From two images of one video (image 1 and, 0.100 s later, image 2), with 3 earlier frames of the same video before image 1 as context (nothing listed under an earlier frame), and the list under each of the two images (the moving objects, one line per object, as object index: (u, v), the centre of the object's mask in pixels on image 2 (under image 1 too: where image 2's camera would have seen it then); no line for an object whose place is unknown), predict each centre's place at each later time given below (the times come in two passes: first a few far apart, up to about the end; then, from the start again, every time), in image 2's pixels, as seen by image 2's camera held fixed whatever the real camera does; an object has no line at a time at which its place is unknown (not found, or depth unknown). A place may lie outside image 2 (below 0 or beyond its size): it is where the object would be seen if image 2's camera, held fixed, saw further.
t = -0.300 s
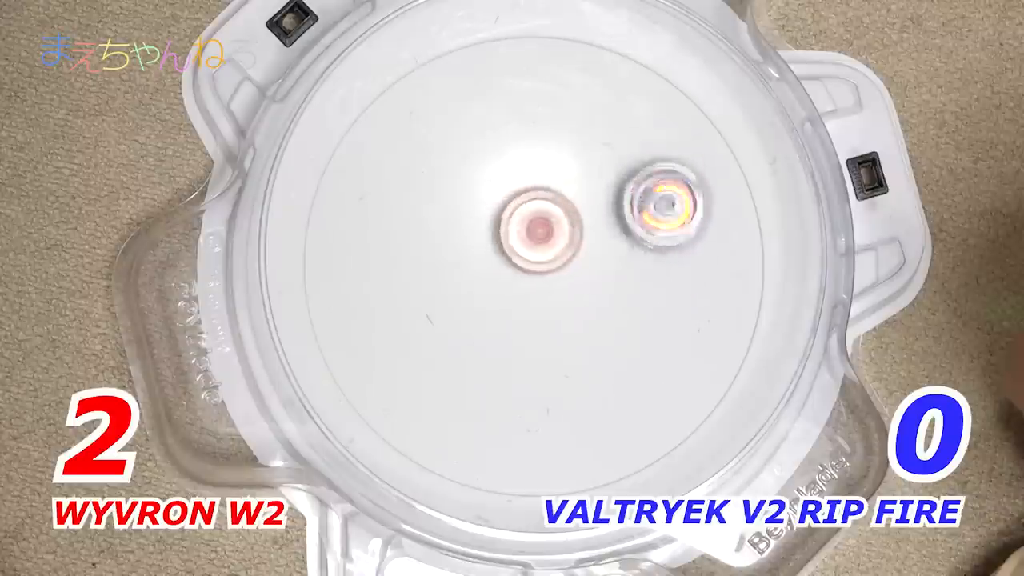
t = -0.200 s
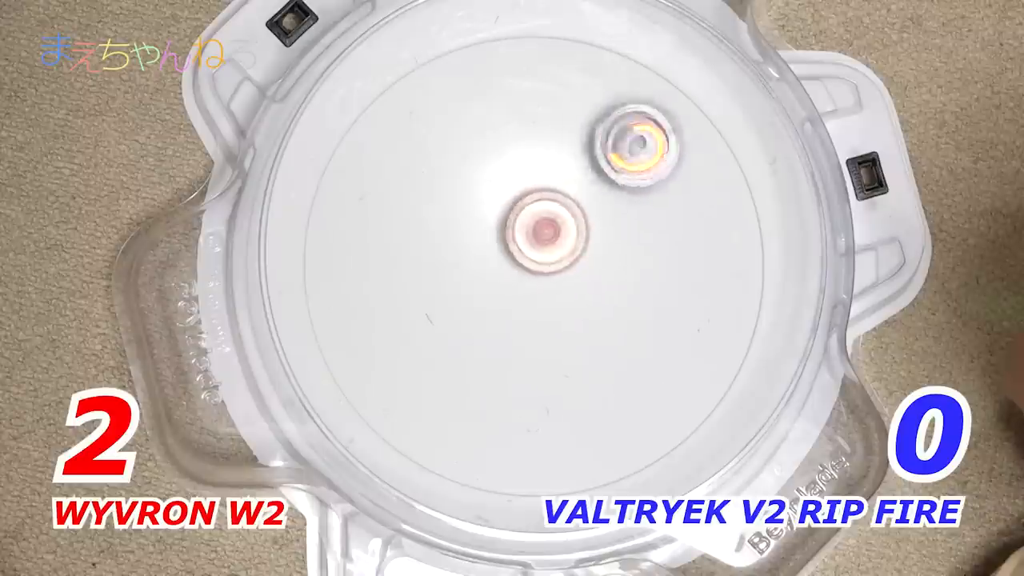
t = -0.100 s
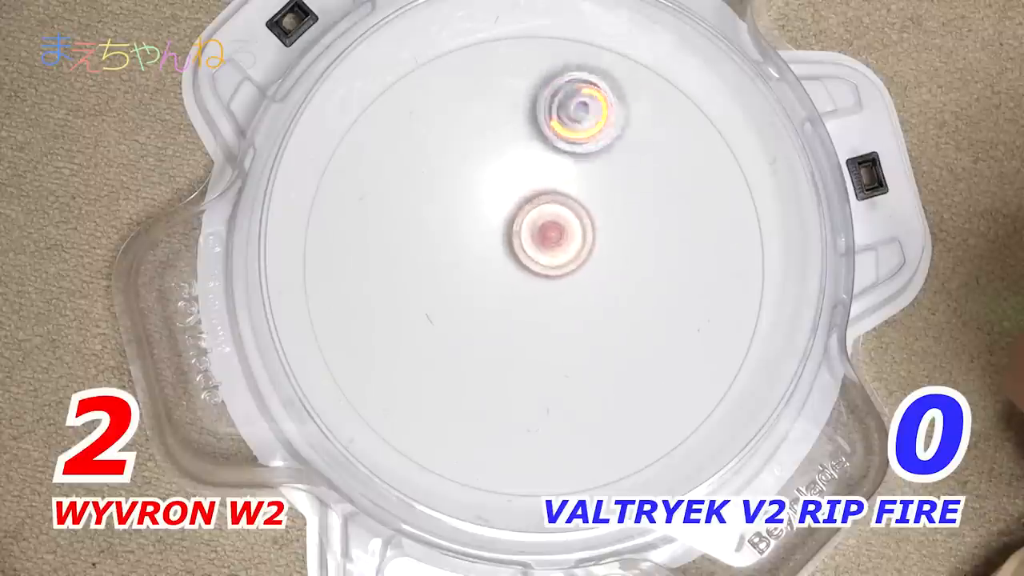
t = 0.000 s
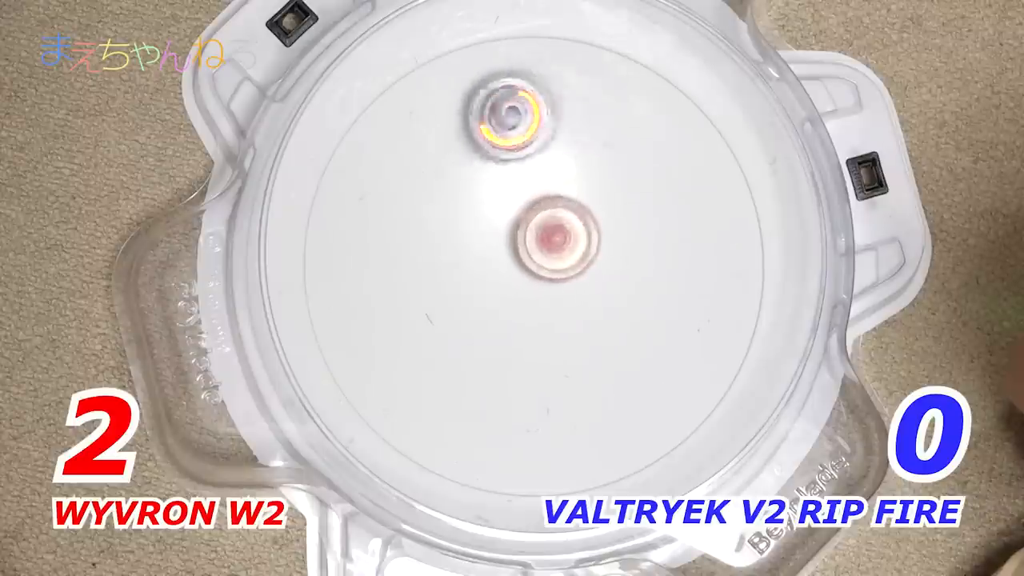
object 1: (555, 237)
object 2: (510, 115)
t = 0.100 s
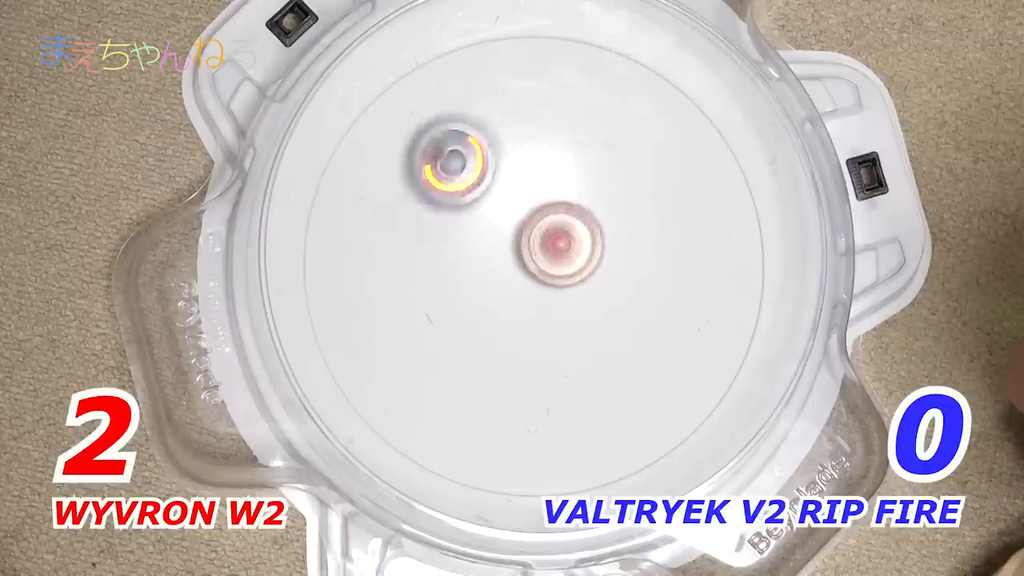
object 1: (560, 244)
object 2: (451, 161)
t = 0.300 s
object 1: (563, 258)
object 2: (446, 304)
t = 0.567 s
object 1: (559, 275)
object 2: (594, 384)
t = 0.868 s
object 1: (543, 289)
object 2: (669, 232)
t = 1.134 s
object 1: (523, 289)
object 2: (508, 166)
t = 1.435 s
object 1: (506, 279)
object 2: (413, 315)
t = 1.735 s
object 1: (503, 260)
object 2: (561, 386)
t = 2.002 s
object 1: (512, 244)
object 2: (621, 237)
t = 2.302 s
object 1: (519, 248)
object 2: (510, 115)
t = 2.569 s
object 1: (538, 264)
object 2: (408, 203)
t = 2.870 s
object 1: (585, 259)
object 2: (504, 345)
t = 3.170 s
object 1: (593, 217)
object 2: (647, 329)
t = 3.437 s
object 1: (551, 181)
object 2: (643, 234)
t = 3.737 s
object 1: (428, 155)
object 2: (543, 299)
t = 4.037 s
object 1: (417, 197)
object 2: (532, 390)
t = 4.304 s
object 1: (466, 252)
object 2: (556, 322)
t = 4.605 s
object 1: (469, 230)
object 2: (607, 288)
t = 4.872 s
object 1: (473, 246)
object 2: (632, 234)
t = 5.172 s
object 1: (469, 286)
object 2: (560, 240)
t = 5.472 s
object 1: (391, 324)
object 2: (641, 245)
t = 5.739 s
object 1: (407, 312)
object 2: (601, 224)
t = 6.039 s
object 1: (444, 288)
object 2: (580, 283)
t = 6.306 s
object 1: (506, 300)
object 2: (623, 276)
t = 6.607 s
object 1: (525, 330)
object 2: (604, 217)
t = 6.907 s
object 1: (531, 341)
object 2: (515, 247)
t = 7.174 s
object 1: (541, 339)
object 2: (469, 261)
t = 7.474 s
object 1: (567, 312)
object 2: (470, 252)
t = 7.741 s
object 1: (596, 287)
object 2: (484, 220)
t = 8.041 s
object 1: (623, 297)
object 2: (517, 179)
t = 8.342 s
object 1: (625, 362)
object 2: (481, 112)
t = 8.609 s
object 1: (548, 303)
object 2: (486, 180)
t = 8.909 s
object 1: (544, 299)
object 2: (479, 199)
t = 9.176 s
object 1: (559, 314)
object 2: (500, 243)
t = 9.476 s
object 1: (542, 360)
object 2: (532, 204)
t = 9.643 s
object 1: (525, 325)
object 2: (550, 198)
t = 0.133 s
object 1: (561, 245)
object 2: (440, 183)
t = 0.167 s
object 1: (561, 248)
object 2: (432, 207)
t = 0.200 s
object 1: (562, 250)
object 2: (429, 232)
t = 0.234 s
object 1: (562, 253)
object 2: (431, 258)
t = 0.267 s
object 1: (563, 255)
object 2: (436, 281)
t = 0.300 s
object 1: (563, 258)
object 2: (446, 304)
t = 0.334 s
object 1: (564, 260)
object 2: (458, 326)
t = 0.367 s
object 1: (563, 263)
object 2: (471, 344)
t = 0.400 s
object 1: (563, 264)
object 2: (489, 359)
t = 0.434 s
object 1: (562, 266)
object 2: (509, 372)
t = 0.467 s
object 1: (561, 268)
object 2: (529, 380)
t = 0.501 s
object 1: (561, 270)
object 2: (551, 385)
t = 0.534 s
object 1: (560, 273)
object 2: (574, 386)
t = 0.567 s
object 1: (559, 275)
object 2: (594, 384)
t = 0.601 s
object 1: (558, 277)
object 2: (615, 376)
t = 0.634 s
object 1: (557, 279)
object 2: (635, 367)
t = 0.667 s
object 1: (554, 281)
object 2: (651, 354)
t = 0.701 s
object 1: (553, 283)
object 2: (664, 337)
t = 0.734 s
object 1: (551, 284)
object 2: (674, 317)
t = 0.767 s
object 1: (549, 286)
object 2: (680, 297)
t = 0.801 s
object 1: (547, 287)
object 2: (680, 275)
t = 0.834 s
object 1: (545, 288)
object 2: (677, 252)
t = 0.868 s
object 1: (543, 289)
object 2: (669, 232)
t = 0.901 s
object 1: (540, 289)
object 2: (657, 213)
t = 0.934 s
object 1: (538, 290)
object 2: (642, 196)
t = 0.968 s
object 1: (535, 290)
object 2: (623, 181)
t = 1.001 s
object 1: (533, 291)
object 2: (604, 170)
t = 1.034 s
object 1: (530, 291)
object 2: (583, 163)
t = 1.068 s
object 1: (528, 291)
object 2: (558, 160)
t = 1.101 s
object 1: (525, 290)
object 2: (532, 162)
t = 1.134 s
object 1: (523, 289)
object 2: (508, 166)
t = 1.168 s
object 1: (521, 289)
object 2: (486, 174)
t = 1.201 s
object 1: (519, 288)
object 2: (465, 186)
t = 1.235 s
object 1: (516, 287)
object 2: (449, 200)
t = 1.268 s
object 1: (514, 286)
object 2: (435, 216)
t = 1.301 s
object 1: (513, 285)
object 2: (425, 233)
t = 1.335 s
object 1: (511, 284)
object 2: (416, 254)
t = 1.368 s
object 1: (509, 282)
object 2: (412, 274)
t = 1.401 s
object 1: (508, 281)
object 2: (411, 294)
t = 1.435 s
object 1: (506, 279)
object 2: (413, 315)
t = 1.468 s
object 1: (505, 278)
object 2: (420, 334)
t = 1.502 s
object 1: (504, 276)
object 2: (429, 354)
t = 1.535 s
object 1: (503, 273)
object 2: (442, 370)
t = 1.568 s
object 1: (503, 271)
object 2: (457, 383)
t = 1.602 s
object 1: (502, 269)
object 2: (477, 393)
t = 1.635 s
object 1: (503, 267)
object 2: (497, 398)
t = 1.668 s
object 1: (503, 265)
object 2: (516, 398)
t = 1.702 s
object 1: (502, 262)
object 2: (540, 393)
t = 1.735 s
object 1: (503, 260)
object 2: (561, 386)
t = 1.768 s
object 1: (503, 258)
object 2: (579, 374)
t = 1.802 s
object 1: (504, 256)
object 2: (594, 359)
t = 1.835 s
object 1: (505, 254)
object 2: (608, 341)
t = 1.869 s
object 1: (506, 252)
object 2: (618, 322)
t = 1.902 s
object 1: (507, 250)
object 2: (624, 301)
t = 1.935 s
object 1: (509, 248)
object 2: (626, 281)
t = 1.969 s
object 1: (510, 245)
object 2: (625, 259)
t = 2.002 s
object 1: (512, 244)
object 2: (621, 237)
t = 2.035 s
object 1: (514, 242)
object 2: (615, 218)
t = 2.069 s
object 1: (516, 240)
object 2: (606, 199)
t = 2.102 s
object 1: (518, 239)
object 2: (594, 182)
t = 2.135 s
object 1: (519, 237)
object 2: (581, 167)
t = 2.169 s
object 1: (519, 239)
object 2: (568, 153)
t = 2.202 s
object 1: (516, 242)
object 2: (555, 139)
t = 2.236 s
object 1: (517, 243)
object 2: (541, 128)
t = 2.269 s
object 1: (518, 245)
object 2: (526, 120)
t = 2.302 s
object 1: (519, 248)
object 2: (510, 115)
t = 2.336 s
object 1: (521, 250)
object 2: (492, 113)
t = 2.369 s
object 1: (523, 252)
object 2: (474, 114)
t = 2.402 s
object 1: (525, 254)
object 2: (457, 120)
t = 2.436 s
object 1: (528, 256)
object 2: (441, 130)
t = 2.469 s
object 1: (530, 258)
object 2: (427, 144)
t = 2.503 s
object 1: (532, 260)
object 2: (417, 162)
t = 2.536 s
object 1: (535, 262)
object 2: (411, 182)
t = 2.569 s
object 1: (538, 264)
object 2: (408, 203)
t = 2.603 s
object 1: (540, 265)
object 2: (411, 225)
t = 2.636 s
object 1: (544, 266)
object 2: (419, 245)
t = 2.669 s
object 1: (547, 267)
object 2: (430, 264)
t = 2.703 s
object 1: (549, 268)
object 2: (444, 282)
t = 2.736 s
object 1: (552, 268)
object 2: (461, 298)
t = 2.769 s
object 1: (560, 267)
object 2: (472, 311)
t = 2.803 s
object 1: (573, 264)
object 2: (478, 324)
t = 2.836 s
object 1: (580, 261)
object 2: (490, 335)
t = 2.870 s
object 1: (585, 259)
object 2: (504, 345)
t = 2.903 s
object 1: (589, 256)
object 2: (522, 353)
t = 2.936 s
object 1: (592, 253)
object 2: (539, 359)
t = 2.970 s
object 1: (594, 251)
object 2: (557, 360)
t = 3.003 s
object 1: (596, 249)
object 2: (574, 358)
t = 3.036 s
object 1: (597, 247)
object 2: (593, 353)
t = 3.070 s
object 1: (598, 245)
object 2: (609, 344)
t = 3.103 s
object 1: (598, 244)
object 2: (624, 333)
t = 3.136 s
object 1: (597, 236)
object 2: (636, 329)
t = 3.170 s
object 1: (593, 217)
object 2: (647, 329)
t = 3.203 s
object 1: (590, 206)
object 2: (656, 324)
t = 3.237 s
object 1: (585, 200)
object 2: (665, 315)
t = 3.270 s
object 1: (580, 195)
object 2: (671, 303)
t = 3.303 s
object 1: (575, 191)
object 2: (674, 289)
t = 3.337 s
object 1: (570, 187)
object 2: (673, 273)
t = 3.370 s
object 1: (564, 185)
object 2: (666, 258)
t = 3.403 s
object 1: (557, 183)
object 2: (656, 246)
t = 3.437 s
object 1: (551, 181)
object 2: (643, 234)
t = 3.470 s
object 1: (544, 181)
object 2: (627, 225)
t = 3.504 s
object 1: (520, 166)
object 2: (620, 232)
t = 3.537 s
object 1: (495, 155)
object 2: (611, 240)
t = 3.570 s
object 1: (476, 148)
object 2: (598, 248)
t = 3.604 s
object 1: (462, 146)
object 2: (585, 255)
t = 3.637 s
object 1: (451, 147)
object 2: (573, 265)
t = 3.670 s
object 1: (442, 149)
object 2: (561, 275)
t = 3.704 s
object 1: (434, 151)
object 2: (551, 287)
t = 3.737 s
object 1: (428, 155)
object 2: (543, 299)
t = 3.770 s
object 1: (422, 159)
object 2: (535, 310)
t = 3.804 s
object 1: (417, 163)
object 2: (529, 322)
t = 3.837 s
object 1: (413, 167)
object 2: (525, 334)
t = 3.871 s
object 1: (412, 172)
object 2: (521, 347)
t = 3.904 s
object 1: (410, 177)
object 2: (520, 358)
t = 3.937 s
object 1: (411, 182)
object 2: (521, 369)
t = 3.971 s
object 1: (412, 186)
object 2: (522, 379)
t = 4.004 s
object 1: (415, 191)
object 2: (527, 386)
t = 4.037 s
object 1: (417, 197)
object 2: (532, 390)
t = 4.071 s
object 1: (420, 203)
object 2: (538, 391)
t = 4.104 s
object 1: (424, 210)
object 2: (544, 388)
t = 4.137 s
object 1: (429, 217)
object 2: (551, 382)
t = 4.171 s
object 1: (435, 224)
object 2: (555, 374)
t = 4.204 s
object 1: (442, 231)
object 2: (558, 363)
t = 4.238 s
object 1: (450, 238)
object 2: (560, 350)
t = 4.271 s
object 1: (458, 246)
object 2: (559, 337)
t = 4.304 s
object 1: (466, 252)
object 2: (556, 322)
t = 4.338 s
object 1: (473, 256)
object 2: (553, 313)
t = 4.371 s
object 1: (470, 248)
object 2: (562, 312)
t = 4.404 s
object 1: (470, 242)
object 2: (570, 310)
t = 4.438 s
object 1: (474, 240)
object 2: (575, 306)
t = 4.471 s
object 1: (479, 241)
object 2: (576, 300)
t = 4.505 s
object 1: (484, 243)
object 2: (577, 292)
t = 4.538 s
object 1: (488, 246)
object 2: (578, 285)
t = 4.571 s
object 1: (476, 237)
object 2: (592, 288)
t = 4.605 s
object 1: (469, 230)
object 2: (607, 288)
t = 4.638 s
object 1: (465, 228)
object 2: (619, 287)
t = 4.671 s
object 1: (465, 229)
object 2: (627, 283)
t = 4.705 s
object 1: (466, 231)
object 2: (636, 277)
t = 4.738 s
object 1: (466, 234)
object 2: (641, 269)
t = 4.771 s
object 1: (467, 236)
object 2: (643, 260)
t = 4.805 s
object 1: (469, 239)
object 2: (642, 251)
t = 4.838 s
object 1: (471, 242)
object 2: (639, 242)
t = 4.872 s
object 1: (473, 246)
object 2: (632, 234)
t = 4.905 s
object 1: (477, 249)
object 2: (623, 227)
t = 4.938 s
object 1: (480, 253)
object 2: (611, 223)
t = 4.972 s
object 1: (484, 257)
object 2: (598, 221)
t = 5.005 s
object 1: (488, 260)
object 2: (585, 222)
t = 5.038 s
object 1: (484, 265)
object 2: (576, 224)
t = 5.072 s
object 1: (476, 271)
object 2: (575, 226)
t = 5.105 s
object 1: (472, 275)
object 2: (571, 230)
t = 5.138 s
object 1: (470, 281)
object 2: (566, 234)
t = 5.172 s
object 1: (469, 286)
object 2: (560, 240)
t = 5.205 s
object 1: (469, 291)
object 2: (555, 246)
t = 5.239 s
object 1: (450, 298)
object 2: (565, 251)
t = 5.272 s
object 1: (427, 304)
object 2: (581, 255)
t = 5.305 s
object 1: (415, 308)
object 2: (594, 256)
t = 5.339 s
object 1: (408, 313)
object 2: (606, 257)
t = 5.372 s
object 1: (402, 317)
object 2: (617, 256)
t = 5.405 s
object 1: (397, 321)
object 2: (627, 253)
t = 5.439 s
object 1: (394, 323)
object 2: (635, 250)
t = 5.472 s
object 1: (391, 324)
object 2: (641, 245)
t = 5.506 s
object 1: (389, 325)
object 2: (643, 241)
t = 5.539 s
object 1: (389, 325)
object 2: (644, 236)
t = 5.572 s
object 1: (389, 325)
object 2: (643, 232)
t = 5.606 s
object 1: (391, 323)
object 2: (638, 227)
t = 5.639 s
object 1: (393, 321)
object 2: (632, 224)
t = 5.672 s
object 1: (396, 319)
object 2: (622, 222)
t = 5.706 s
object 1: (401, 316)
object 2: (612, 222)
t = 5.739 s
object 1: (407, 312)
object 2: (601, 224)
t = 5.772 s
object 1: (413, 310)
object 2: (590, 229)
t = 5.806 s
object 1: (421, 307)
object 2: (578, 234)
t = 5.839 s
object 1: (430, 303)
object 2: (567, 242)
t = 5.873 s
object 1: (440, 300)
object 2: (557, 252)
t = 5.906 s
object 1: (450, 297)
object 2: (547, 262)
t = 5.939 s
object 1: (450, 294)
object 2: (548, 271)
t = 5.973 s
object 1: (443, 292)
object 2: (561, 275)
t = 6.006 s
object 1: (441, 290)
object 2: (571, 279)
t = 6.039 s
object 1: (444, 288)
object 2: (580, 283)
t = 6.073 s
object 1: (452, 288)
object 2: (588, 286)
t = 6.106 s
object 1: (459, 290)
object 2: (597, 290)
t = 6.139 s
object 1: (466, 290)
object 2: (605, 291)
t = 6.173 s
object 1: (474, 291)
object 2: (613, 290)
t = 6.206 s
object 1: (482, 293)
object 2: (618, 288)
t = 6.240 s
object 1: (489, 295)
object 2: (621, 284)
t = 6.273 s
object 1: (498, 297)
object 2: (622, 281)
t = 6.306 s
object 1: (506, 300)
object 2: (623, 276)
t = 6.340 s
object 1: (515, 302)
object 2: (621, 271)
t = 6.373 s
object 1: (523, 304)
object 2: (616, 265)
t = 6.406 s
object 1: (527, 307)
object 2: (612, 260)
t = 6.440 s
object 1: (520, 312)
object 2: (618, 251)
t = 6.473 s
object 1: (518, 314)
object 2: (620, 245)
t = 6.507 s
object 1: (521, 318)
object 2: (618, 236)
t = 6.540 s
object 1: (523, 323)
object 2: (616, 228)
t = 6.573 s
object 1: (524, 326)
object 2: (610, 223)
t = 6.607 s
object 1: (525, 330)
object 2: (604, 217)
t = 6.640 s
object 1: (526, 334)
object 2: (595, 212)
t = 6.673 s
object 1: (527, 337)
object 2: (583, 211)
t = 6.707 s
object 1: (528, 338)
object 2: (572, 212)
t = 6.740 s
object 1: (529, 340)
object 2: (561, 214)
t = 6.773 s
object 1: (530, 340)
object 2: (550, 218)
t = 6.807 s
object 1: (530, 340)
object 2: (538, 225)
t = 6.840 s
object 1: (531, 340)
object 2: (529, 233)
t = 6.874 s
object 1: (531, 339)
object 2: (522, 241)
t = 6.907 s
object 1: (531, 341)
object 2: (515, 247)
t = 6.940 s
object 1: (532, 345)
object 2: (508, 249)
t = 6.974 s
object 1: (532, 344)
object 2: (501, 252)
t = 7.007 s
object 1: (533, 343)
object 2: (495, 256)
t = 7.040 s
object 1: (534, 343)
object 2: (489, 260)
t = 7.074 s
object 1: (536, 344)
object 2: (482, 261)
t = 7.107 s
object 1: (537, 343)
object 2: (478, 261)
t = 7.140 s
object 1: (539, 342)
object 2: (474, 261)
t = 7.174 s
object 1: (541, 339)
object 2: (469, 261)
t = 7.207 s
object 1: (542, 336)
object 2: (466, 263)
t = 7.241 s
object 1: (544, 333)
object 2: (466, 265)
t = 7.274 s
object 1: (546, 330)
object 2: (467, 265)
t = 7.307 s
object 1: (548, 326)
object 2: (467, 267)
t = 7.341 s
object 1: (550, 322)
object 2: (469, 269)
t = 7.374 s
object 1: (553, 319)
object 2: (473, 267)
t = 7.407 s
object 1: (559, 319)
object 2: (470, 261)
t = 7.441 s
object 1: (563, 316)
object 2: (469, 257)
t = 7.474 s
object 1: (567, 312)
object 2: (470, 252)
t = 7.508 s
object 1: (572, 309)
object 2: (469, 246)
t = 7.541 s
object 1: (576, 305)
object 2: (469, 242)
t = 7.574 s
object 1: (580, 303)
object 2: (471, 238)
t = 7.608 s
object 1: (584, 299)
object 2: (473, 232)
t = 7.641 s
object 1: (587, 296)
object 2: (474, 229)
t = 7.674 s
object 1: (591, 293)
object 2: (478, 226)
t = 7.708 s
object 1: (594, 290)
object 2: (481, 221)
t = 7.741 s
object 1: (596, 287)
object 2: (484, 220)
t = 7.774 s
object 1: (598, 284)
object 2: (490, 217)
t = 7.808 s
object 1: (601, 281)
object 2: (494, 214)
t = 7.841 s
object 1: (603, 277)
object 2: (498, 213)
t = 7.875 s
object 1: (604, 274)
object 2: (504, 213)
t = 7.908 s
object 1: (605, 271)
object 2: (509, 211)
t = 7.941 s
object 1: (606, 268)
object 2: (515, 212)
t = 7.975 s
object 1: (607, 264)
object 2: (523, 212)
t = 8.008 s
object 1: (609, 269)
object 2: (526, 206)
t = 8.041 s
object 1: (623, 297)
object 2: (517, 179)
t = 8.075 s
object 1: (633, 320)
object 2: (513, 160)
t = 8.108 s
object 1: (636, 335)
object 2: (508, 146)
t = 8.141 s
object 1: (638, 345)
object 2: (503, 137)
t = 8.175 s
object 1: (638, 351)
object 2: (499, 130)
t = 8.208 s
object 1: (637, 355)
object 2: (495, 122)
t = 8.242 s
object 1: (636, 358)
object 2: (491, 118)
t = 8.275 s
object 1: (633, 360)
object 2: (488, 114)
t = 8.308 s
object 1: (629, 361)
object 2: (485, 110)
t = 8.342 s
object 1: (625, 362)
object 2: (481, 112)
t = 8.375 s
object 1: (618, 361)
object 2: (478, 113)
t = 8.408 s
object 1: (611, 358)
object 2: (476, 122)
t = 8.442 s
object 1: (601, 353)
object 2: (477, 129)
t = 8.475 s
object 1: (590, 346)
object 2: (477, 141)
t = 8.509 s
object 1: (578, 338)
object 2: (479, 151)
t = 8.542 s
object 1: (567, 328)
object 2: (482, 160)
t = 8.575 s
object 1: (557, 316)
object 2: (484, 170)
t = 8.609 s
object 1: (548, 303)
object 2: (486, 180)
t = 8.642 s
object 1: (540, 291)
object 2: (489, 189)
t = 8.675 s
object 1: (534, 280)
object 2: (491, 198)
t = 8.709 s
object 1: (534, 283)
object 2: (491, 193)
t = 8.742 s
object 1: (534, 285)
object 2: (490, 190)
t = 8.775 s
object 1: (534, 283)
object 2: (491, 195)
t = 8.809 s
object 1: (536, 289)
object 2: (489, 194)
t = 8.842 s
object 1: (539, 296)
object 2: (486, 196)
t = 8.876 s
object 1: (542, 299)
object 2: (482, 194)
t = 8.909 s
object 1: (544, 299)
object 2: (479, 199)
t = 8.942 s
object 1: (549, 301)
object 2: (477, 200)
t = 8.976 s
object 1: (552, 303)
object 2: (479, 208)
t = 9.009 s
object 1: (554, 306)
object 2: (478, 212)
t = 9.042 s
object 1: (555, 306)
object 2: (482, 220)
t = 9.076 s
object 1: (558, 308)
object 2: (483, 225)
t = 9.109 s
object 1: (558, 310)
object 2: (490, 233)
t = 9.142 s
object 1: (558, 312)
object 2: (494, 238)
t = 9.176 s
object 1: (559, 314)
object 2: (500, 243)
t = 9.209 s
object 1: (559, 319)
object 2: (503, 245)
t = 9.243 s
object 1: (559, 334)
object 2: (510, 239)
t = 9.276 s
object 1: (560, 347)
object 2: (512, 233)
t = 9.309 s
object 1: (558, 356)
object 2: (516, 225)
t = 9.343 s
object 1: (555, 359)
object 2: (518, 222)
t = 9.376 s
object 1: (553, 361)
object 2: (521, 216)
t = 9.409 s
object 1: (549, 362)
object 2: (525, 212)
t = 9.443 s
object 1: (546, 362)
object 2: (527, 208)
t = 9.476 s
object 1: (542, 360)
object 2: (532, 204)
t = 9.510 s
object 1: (539, 356)
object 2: (535, 202)
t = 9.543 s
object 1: (535, 351)
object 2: (540, 198)
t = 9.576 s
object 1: (531, 344)
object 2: (543, 198)
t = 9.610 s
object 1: (528, 336)
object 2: (545, 196)
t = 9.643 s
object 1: (525, 325)
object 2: (550, 198)
